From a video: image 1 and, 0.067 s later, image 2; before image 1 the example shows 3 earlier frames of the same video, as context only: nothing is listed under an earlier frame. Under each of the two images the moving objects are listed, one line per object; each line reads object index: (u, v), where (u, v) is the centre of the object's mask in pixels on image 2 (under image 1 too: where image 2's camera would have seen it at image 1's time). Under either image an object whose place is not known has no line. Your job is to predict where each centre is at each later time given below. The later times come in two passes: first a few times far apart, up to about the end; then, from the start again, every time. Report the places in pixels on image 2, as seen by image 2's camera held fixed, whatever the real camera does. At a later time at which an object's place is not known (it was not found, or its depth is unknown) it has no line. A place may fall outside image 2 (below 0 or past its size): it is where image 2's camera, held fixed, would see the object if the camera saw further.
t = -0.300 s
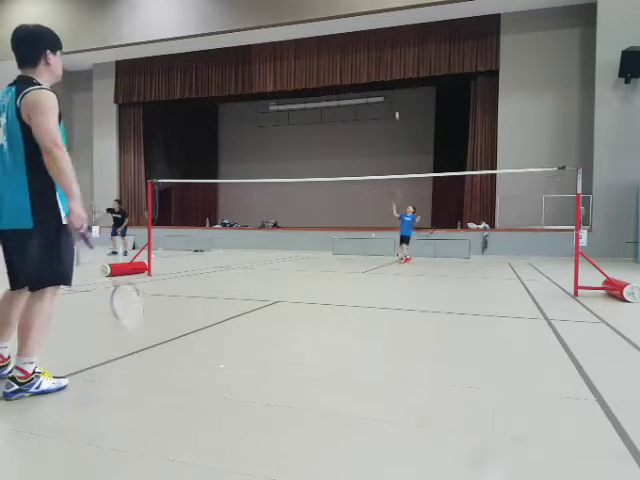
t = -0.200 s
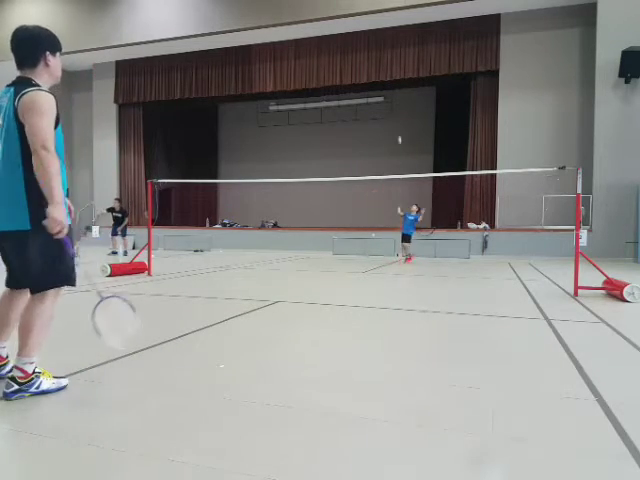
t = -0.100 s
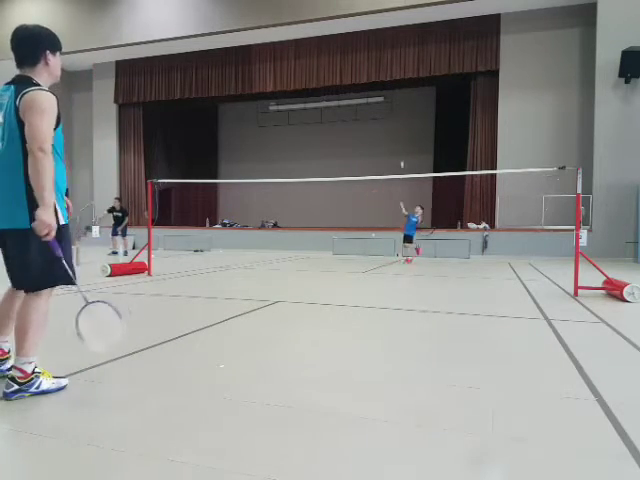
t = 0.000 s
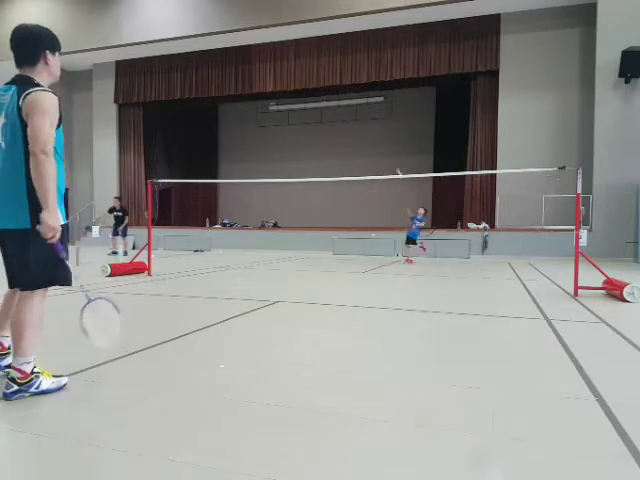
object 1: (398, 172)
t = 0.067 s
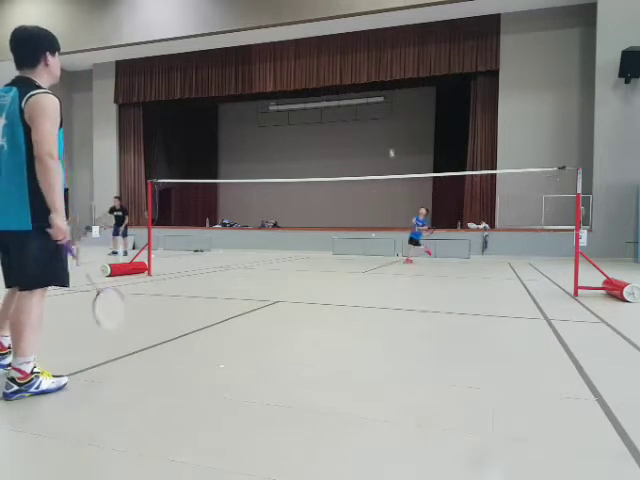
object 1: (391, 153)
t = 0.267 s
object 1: (371, 113)
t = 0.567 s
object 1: (328, 103)
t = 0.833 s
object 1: (274, 179)
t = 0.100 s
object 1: (388, 145)
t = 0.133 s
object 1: (385, 138)
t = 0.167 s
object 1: (381, 131)
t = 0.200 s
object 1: (377, 124)
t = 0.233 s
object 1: (373, 118)
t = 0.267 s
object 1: (371, 113)
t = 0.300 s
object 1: (365, 109)
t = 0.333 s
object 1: (362, 105)
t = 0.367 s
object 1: (358, 102)
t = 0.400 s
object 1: (353, 100)
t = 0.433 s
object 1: (348, 98)
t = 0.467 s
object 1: (344, 98)
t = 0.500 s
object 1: (339, 98)
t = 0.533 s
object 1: (333, 100)
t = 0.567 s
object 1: (328, 103)
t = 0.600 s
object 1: (322, 107)
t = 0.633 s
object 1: (316, 113)
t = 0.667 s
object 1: (310, 119)
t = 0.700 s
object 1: (304, 128)
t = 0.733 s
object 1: (296, 137)
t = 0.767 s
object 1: (289, 149)
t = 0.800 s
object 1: (283, 163)
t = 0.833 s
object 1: (274, 179)
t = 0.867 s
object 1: (266, 195)
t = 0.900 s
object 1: (258, 215)
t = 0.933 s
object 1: (250, 237)
